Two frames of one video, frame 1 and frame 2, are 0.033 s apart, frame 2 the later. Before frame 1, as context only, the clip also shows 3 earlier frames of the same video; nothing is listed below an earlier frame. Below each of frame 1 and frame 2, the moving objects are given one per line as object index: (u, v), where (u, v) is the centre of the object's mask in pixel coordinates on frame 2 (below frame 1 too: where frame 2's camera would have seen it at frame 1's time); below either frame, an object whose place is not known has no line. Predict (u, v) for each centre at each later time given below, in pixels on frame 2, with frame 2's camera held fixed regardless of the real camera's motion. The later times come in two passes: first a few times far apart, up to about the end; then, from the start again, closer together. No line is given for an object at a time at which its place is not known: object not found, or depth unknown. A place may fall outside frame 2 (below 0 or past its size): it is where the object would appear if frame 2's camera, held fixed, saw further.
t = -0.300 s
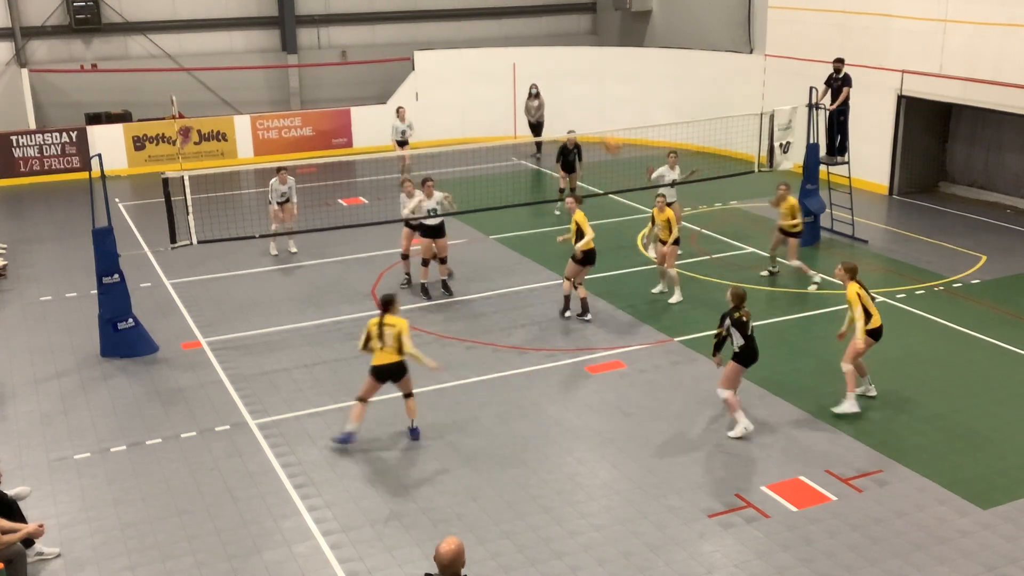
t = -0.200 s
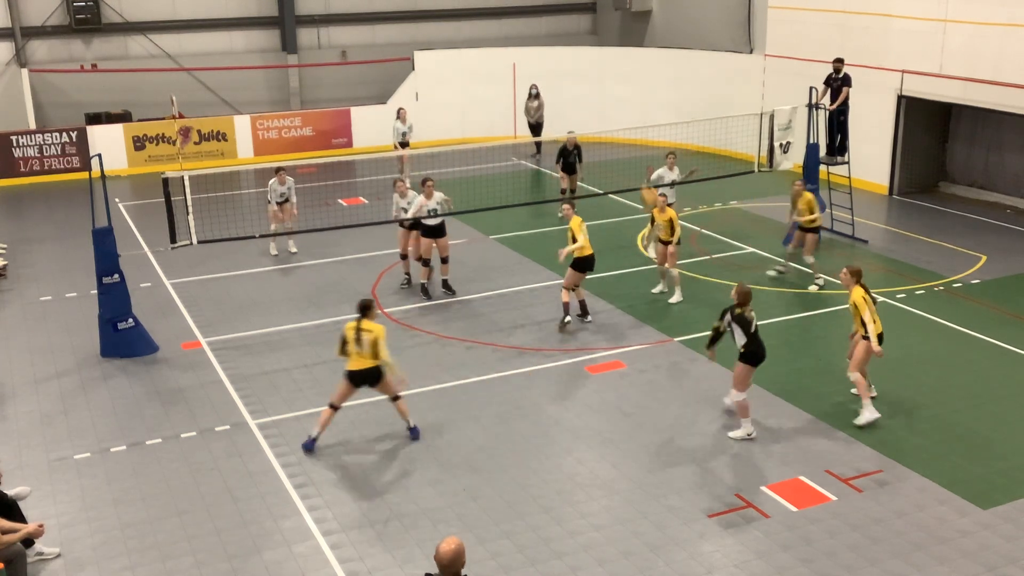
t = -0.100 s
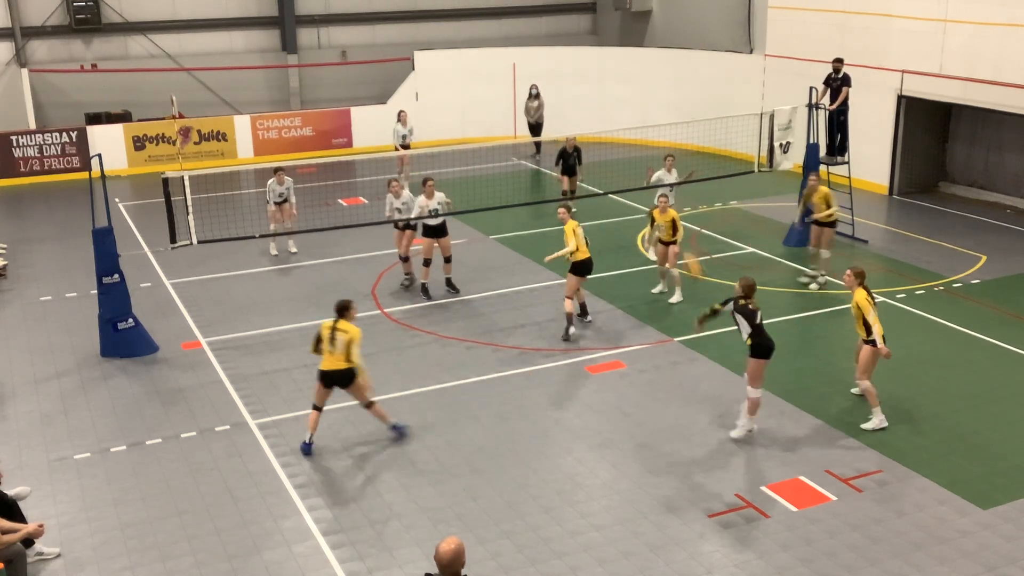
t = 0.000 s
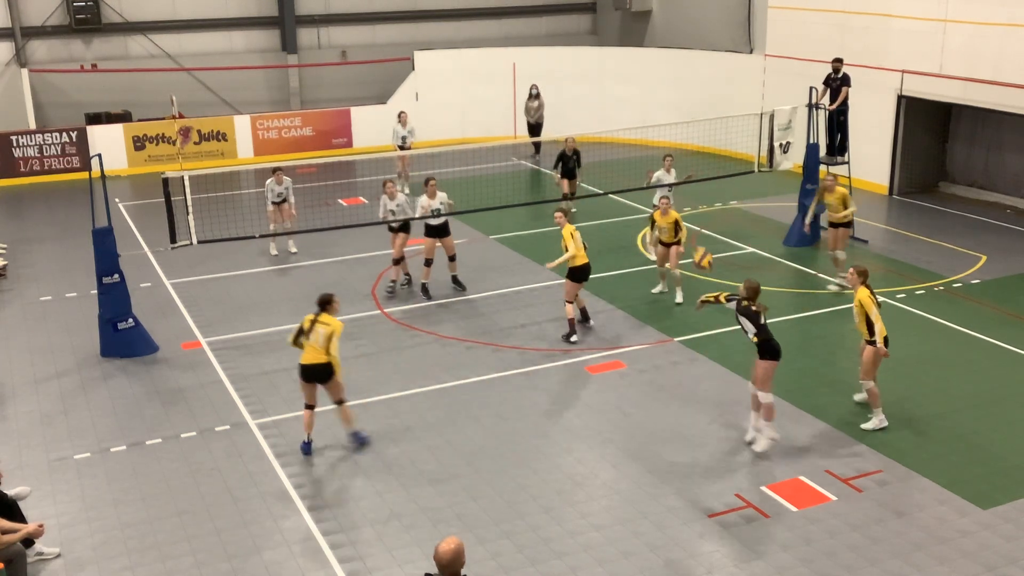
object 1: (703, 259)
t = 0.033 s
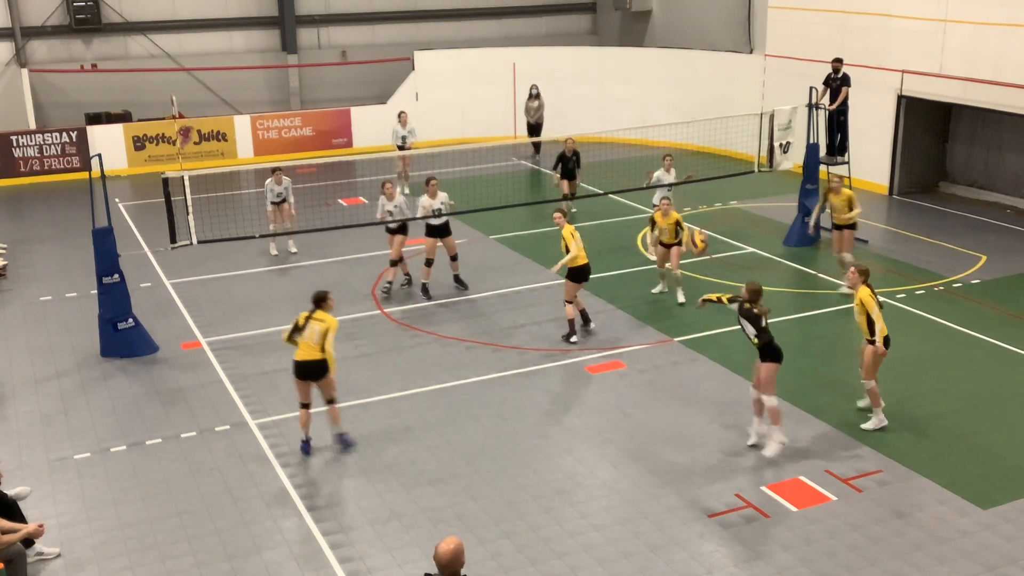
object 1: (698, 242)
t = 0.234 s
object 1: (674, 152)
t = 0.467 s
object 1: (642, 89)
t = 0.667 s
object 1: (611, 80)
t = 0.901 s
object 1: (572, 130)
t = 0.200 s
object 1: (679, 165)
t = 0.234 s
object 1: (674, 152)
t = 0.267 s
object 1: (670, 140)
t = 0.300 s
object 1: (665, 128)
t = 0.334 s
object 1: (660, 118)
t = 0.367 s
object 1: (656, 110)
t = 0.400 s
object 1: (651, 102)
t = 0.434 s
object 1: (647, 95)
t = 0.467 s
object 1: (642, 89)
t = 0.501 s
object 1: (637, 84)
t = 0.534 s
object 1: (631, 81)
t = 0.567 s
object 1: (627, 79)
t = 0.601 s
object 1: (622, 78)
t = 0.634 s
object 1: (616, 78)
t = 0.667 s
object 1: (611, 80)
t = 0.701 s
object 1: (606, 83)
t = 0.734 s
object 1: (600, 87)
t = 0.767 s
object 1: (594, 93)
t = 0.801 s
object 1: (589, 100)
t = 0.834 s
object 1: (583, 108)
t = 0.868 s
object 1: (577, 118)
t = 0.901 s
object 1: (572, 130)
